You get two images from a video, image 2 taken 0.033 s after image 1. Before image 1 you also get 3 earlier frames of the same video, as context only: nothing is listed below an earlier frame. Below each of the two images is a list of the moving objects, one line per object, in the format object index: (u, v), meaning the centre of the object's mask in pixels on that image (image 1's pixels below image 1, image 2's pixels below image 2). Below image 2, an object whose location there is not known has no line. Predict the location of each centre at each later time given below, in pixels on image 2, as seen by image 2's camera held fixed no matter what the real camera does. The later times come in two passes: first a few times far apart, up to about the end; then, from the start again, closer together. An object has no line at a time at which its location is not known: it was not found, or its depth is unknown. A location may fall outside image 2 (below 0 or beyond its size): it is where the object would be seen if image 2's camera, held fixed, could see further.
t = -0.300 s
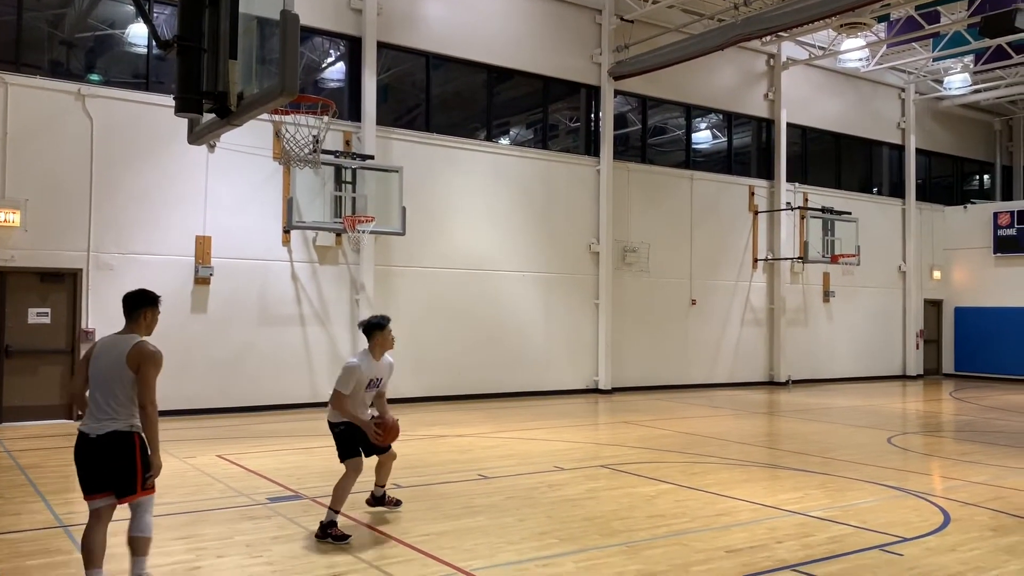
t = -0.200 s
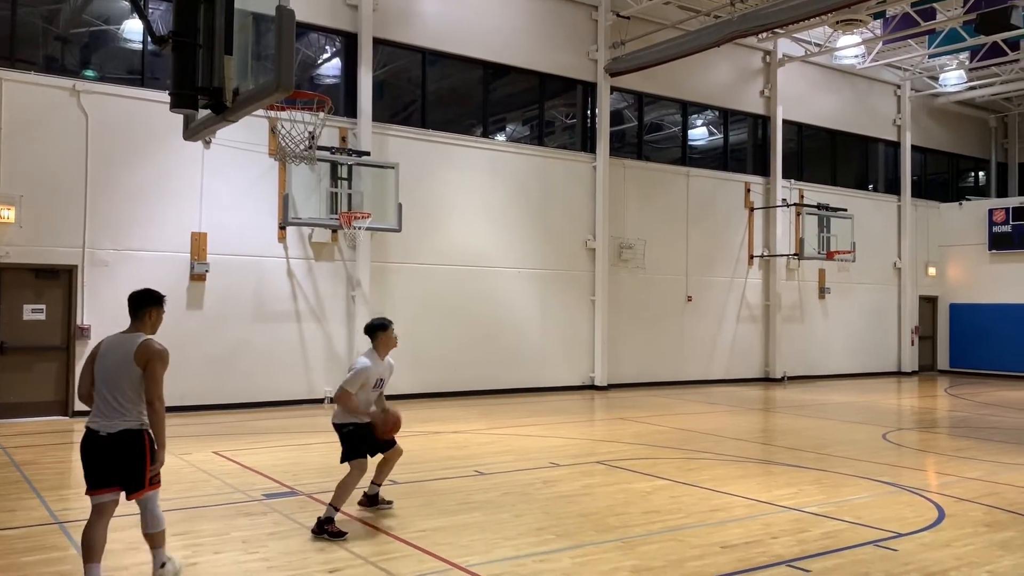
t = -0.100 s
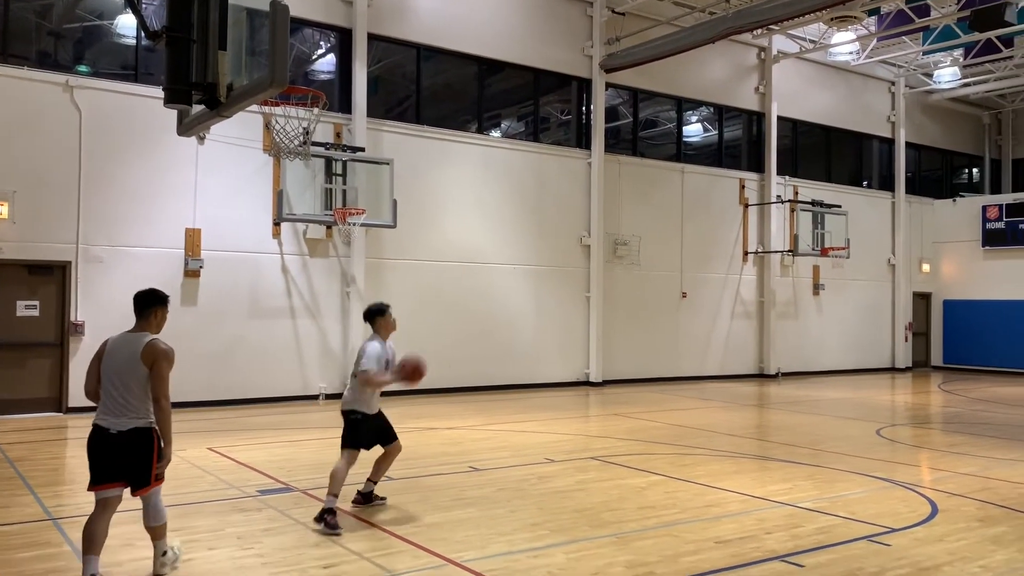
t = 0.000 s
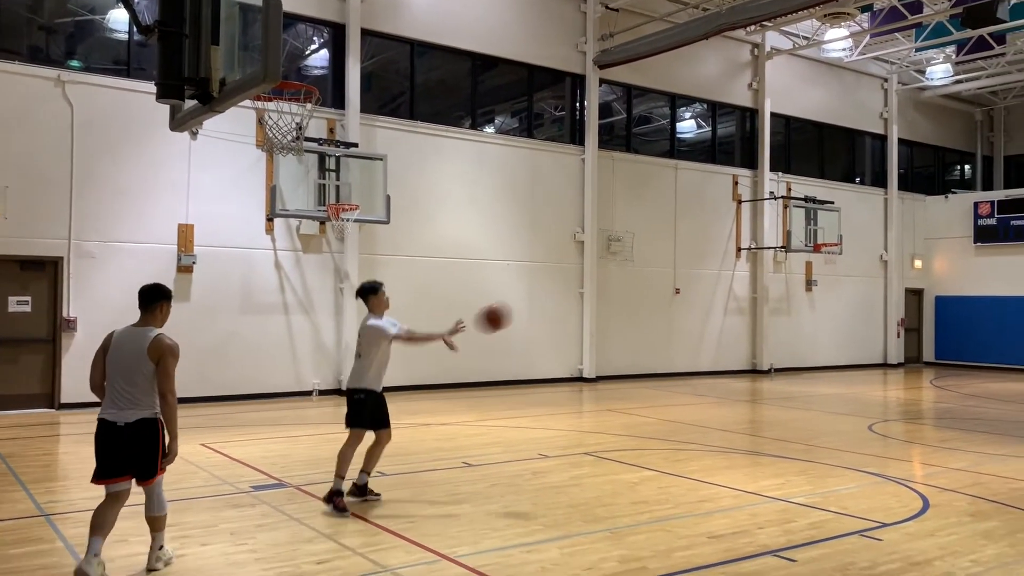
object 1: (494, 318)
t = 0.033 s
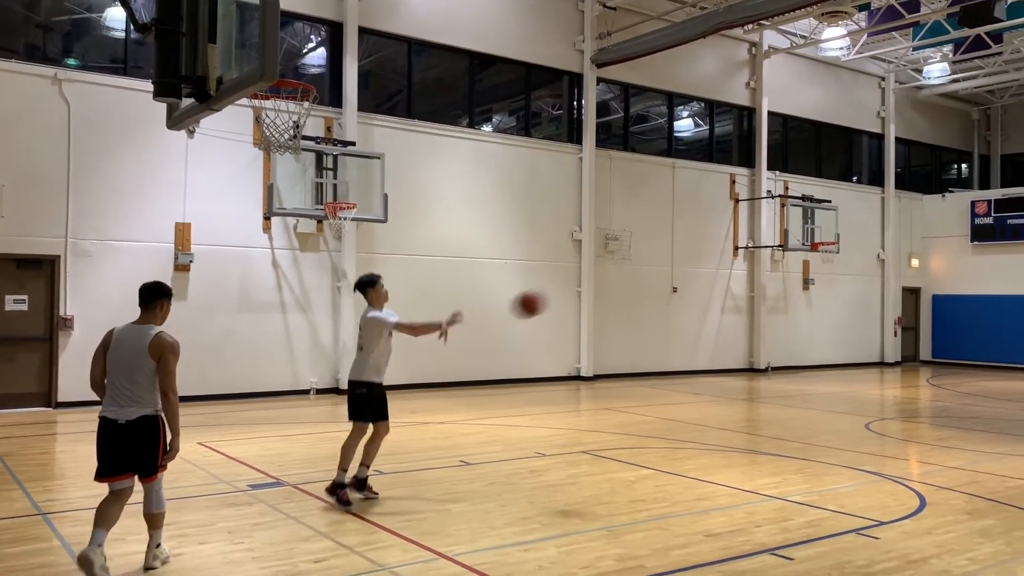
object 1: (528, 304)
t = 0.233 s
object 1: (745, 255)
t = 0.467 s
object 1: (970, 253)
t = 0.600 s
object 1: (1083, 275)
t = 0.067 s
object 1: (567, 293)
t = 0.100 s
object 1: (604, 284)
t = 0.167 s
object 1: (674, 267)
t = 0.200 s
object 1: (709, 260)
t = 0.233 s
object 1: (745, 255)
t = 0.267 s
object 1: (777, 252)
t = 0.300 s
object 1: (811, 248)
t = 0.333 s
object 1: (844, 247)
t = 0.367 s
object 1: (875, 247)
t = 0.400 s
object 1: (907, 247)
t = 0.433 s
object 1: (940, 249)
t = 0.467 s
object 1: (970, 253)
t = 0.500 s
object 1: (1002, 258)
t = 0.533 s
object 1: (1032, 262)
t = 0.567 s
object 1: (1062, 268)
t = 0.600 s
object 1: (1083, 275)
